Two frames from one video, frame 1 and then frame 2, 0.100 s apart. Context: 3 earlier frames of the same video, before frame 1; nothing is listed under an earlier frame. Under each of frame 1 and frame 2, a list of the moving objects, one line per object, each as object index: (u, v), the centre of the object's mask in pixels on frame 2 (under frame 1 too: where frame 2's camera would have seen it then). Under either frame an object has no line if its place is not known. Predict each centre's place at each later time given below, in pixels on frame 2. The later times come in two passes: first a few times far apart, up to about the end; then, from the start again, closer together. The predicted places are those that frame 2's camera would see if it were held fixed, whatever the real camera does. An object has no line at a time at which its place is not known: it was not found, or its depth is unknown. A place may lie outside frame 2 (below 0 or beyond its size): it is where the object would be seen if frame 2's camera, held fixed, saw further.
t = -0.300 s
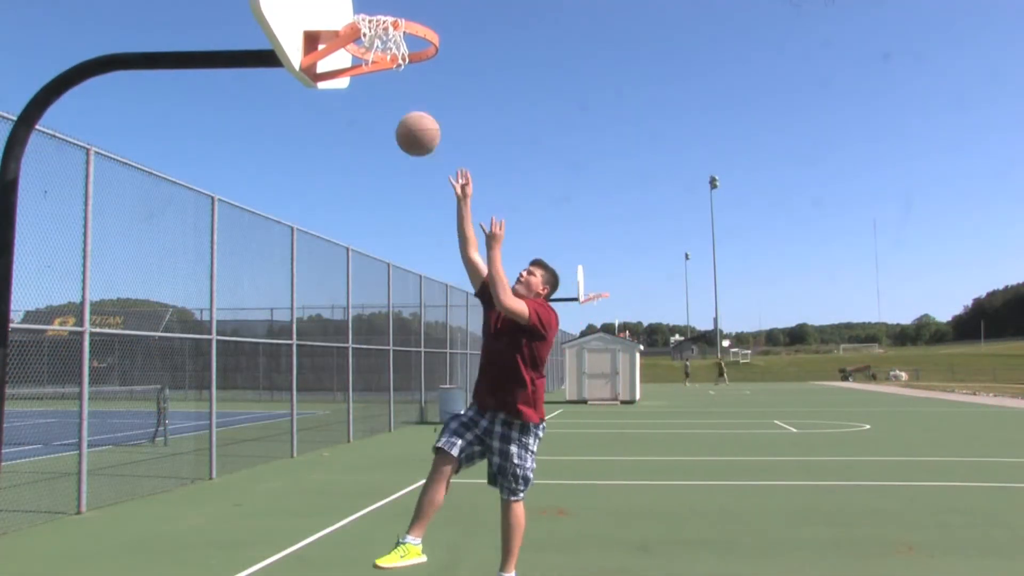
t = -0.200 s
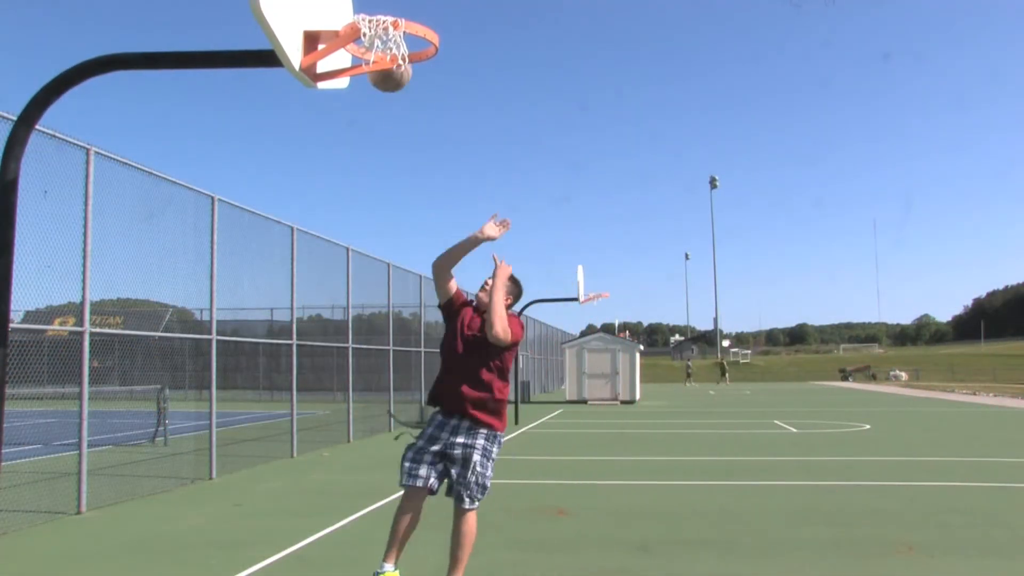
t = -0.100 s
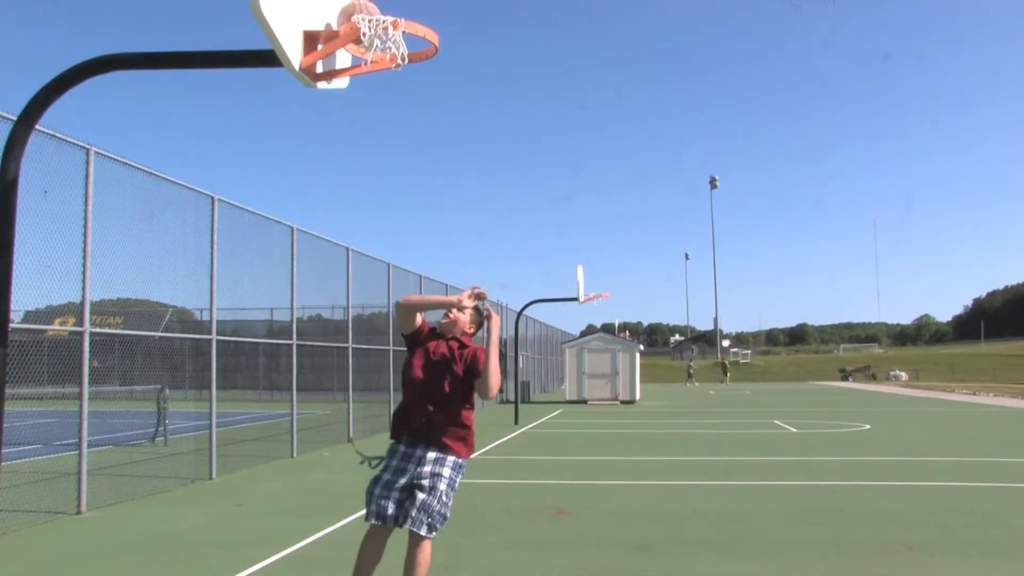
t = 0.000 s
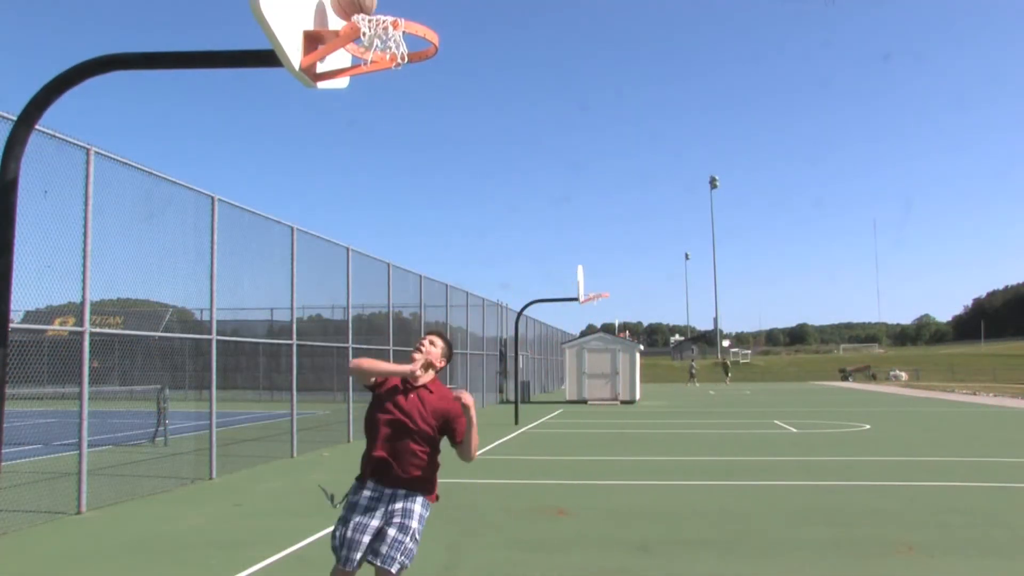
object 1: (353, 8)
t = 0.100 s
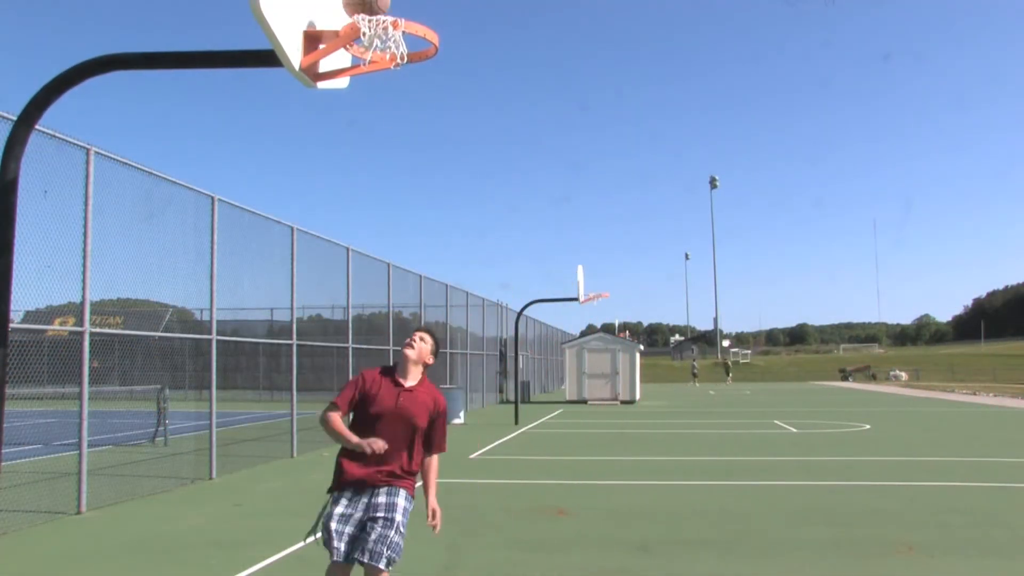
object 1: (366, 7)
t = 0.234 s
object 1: (389, 11)
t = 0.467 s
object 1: (457, 154)
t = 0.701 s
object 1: (524, 375)
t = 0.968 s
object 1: (584, 564)
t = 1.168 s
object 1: (605, 427)
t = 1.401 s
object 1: (628, 360)
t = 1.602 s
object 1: (647, 380)
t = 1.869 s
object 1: (674, 508)
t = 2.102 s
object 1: (695, 530)
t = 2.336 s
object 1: (714, 470)
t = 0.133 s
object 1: (370, 8)
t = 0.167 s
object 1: (375, 8)
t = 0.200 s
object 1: (380, 8)
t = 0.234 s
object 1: (389, 11)
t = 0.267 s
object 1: (413, 46)
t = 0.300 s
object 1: (416, 59)
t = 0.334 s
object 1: (420, 72)
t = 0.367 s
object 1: (428, 89)
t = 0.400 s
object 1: (438, 108)
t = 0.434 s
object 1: (448, 130)
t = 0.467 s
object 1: (457, 154)
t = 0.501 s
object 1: (467, 180)
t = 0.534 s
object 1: (476, 207)
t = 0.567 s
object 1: (486, 237)
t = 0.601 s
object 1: (495, 269)
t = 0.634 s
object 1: (505, 302)
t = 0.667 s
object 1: (514, 338)
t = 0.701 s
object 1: (524, 375)
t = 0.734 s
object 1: (532, 414)
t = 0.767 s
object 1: (541, 454)
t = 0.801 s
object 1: (550, 496)
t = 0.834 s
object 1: (559, 539)
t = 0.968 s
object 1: (584, 564)
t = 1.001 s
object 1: (588, 541)
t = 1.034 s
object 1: (591, 513)
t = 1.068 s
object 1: (595, 488)
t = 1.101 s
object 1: (598, 465)
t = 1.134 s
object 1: (601, 444)
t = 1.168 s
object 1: (605, 427)
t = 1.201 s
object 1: (608, 411)
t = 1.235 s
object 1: (612, 397)
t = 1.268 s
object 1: (615, 385)
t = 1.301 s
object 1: (618, 376)
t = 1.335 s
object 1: (621, 368)
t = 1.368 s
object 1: (624, 363)
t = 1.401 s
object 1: (628, 360)
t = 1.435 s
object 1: (630, 359)
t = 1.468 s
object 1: (634, 359)
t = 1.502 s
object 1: (637, 361)
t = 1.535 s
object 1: (640, 366)
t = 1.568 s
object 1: (643, 372)
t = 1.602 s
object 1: (647, 380)
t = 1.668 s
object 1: (653, 402)
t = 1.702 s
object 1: (656, 415)
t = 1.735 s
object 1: (660, 430)
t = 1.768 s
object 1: (663, 447)
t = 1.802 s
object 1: (667, 466)
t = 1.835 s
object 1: (670, 486)
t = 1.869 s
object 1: (674, 508)
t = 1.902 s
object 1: (677, 532)
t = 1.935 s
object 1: (681, 557)
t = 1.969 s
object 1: (684, 571)
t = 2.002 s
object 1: (687, 571)
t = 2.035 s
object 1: (690, 561)
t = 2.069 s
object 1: (692, 546)
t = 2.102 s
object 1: (695, 530)
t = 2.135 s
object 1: (698, 516)
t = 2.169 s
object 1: (700, 503)
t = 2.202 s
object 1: (703, 493)
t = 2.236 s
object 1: (706, 484)
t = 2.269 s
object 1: (708, 478)
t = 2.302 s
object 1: (711, 473)
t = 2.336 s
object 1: (714, 470)
